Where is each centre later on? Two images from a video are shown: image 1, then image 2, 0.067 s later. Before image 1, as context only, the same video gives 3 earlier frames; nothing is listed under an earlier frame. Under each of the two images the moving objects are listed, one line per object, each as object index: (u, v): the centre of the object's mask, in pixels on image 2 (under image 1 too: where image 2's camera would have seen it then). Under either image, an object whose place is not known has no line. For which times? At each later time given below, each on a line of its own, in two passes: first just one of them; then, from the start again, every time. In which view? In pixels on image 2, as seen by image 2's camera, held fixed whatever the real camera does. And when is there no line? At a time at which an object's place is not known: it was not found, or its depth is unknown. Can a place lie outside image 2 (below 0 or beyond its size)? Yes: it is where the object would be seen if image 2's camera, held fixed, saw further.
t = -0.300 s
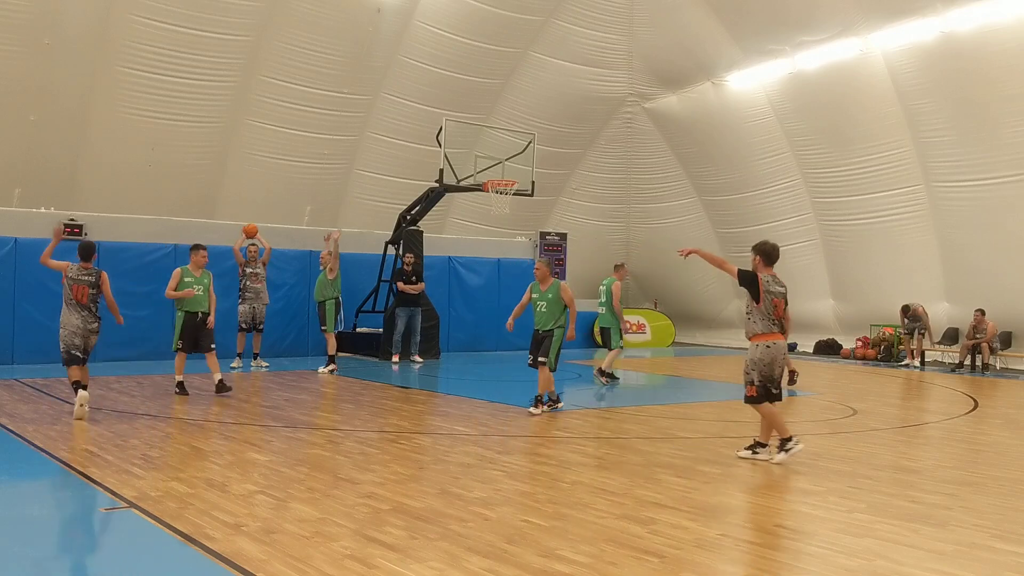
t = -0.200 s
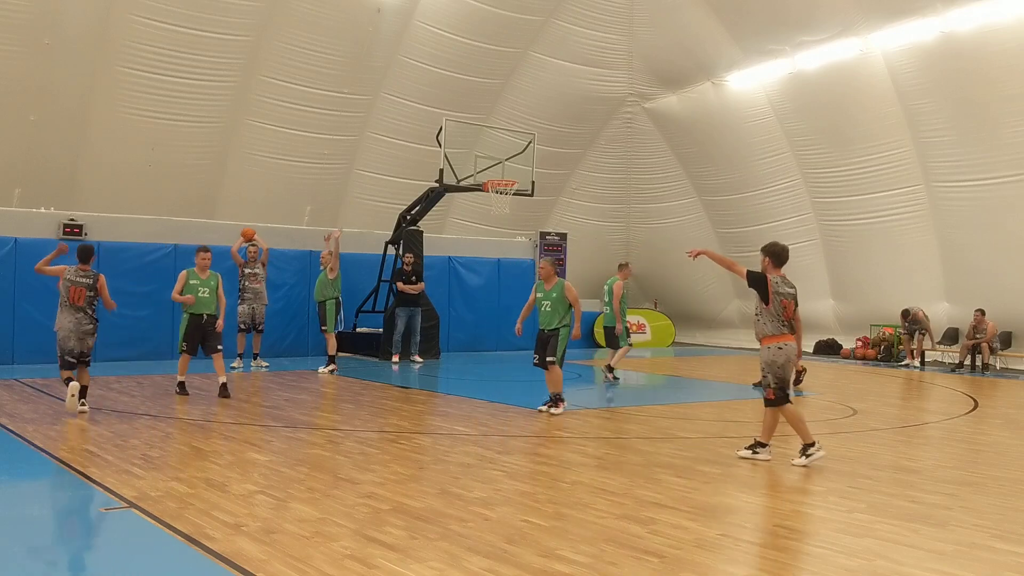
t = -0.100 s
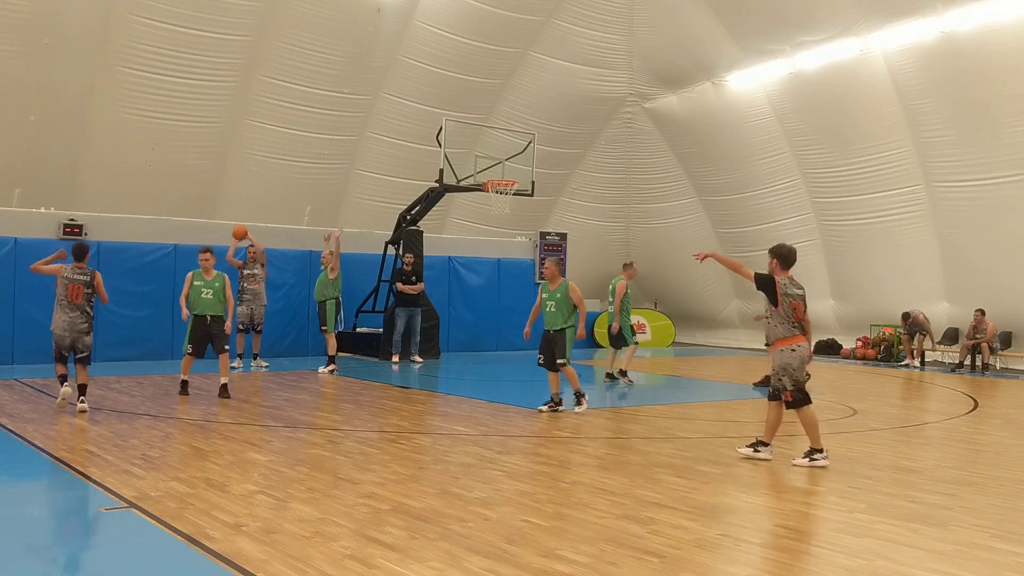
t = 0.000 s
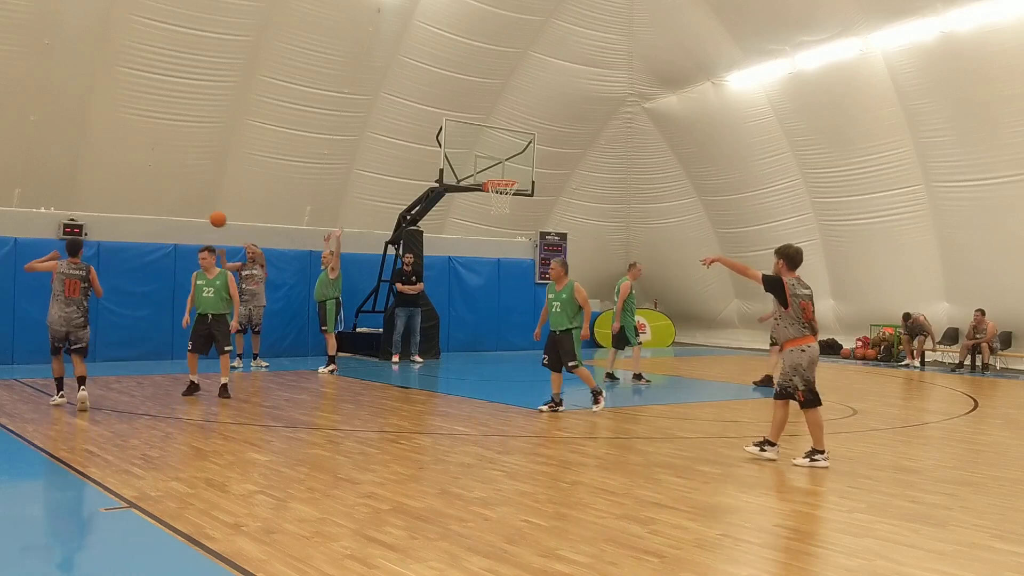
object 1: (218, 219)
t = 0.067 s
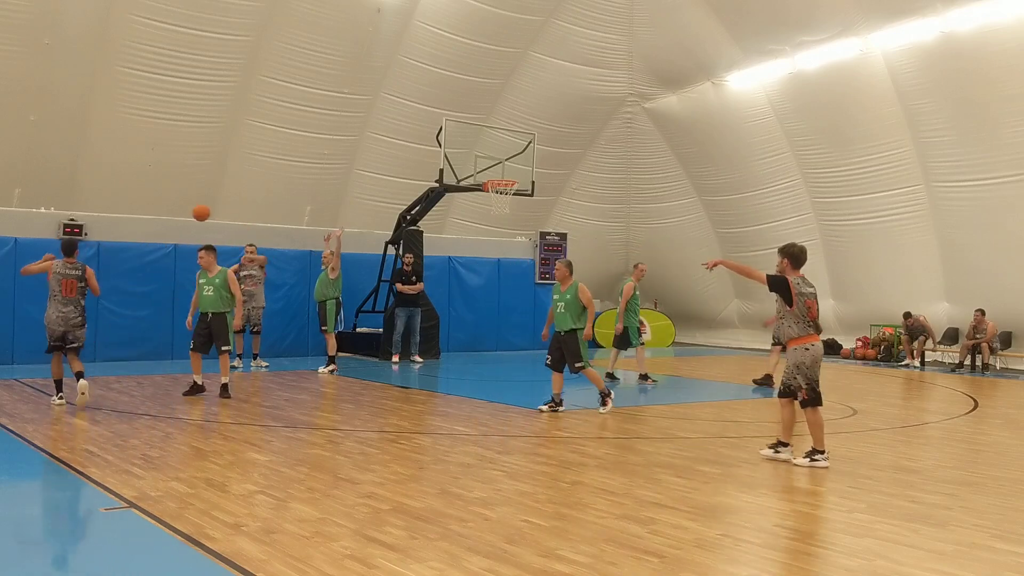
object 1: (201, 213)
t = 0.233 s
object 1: (155, 210)
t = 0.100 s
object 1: (192, 211)
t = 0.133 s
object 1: (184, 209)
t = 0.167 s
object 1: (174, 209)
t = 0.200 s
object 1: (165, 209)
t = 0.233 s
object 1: (155, 210)
